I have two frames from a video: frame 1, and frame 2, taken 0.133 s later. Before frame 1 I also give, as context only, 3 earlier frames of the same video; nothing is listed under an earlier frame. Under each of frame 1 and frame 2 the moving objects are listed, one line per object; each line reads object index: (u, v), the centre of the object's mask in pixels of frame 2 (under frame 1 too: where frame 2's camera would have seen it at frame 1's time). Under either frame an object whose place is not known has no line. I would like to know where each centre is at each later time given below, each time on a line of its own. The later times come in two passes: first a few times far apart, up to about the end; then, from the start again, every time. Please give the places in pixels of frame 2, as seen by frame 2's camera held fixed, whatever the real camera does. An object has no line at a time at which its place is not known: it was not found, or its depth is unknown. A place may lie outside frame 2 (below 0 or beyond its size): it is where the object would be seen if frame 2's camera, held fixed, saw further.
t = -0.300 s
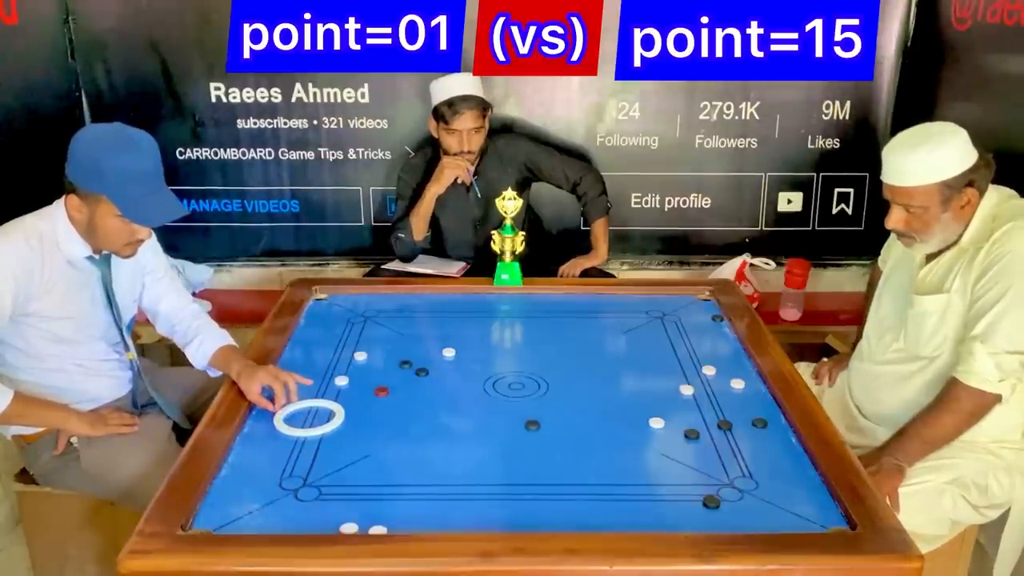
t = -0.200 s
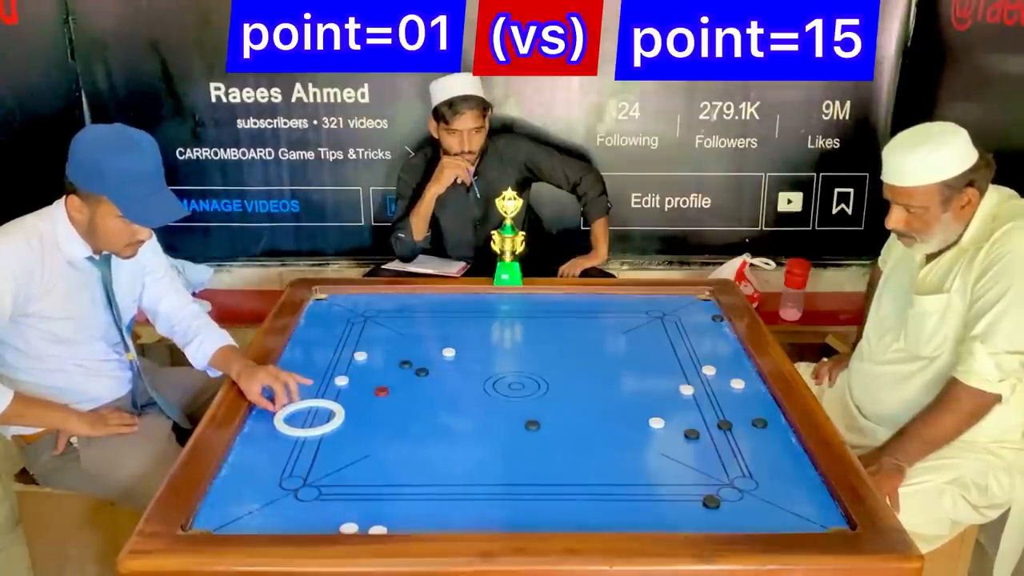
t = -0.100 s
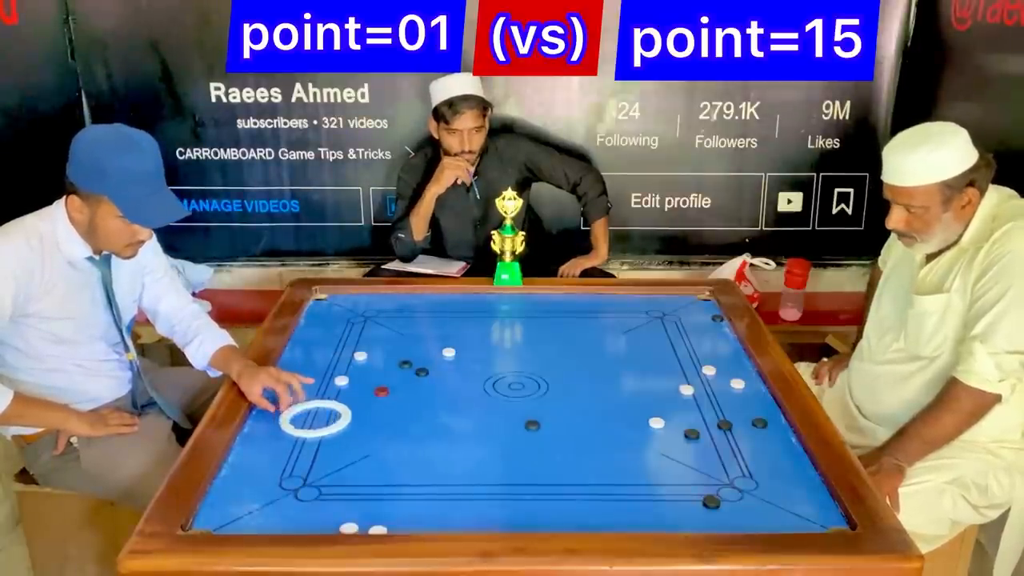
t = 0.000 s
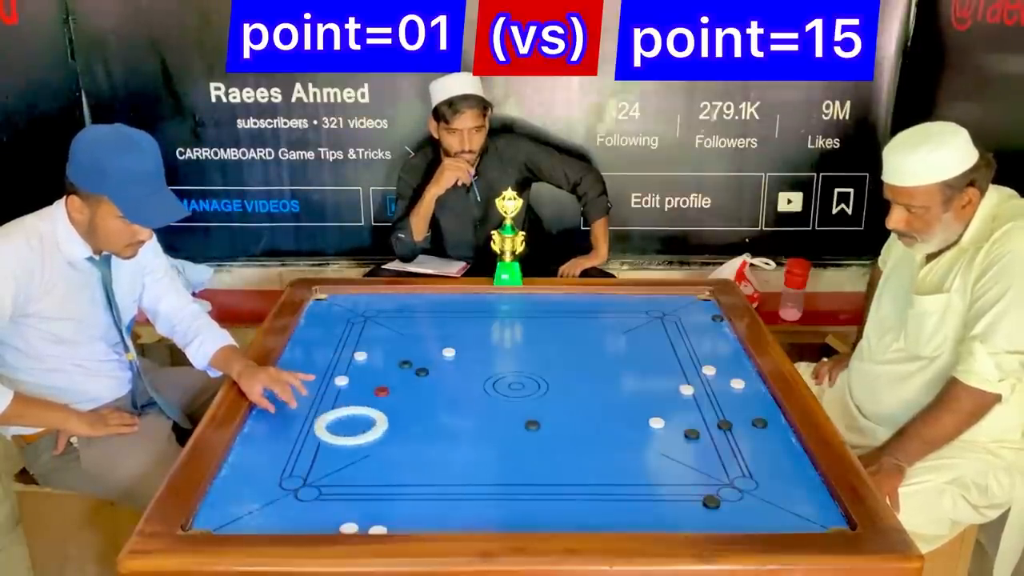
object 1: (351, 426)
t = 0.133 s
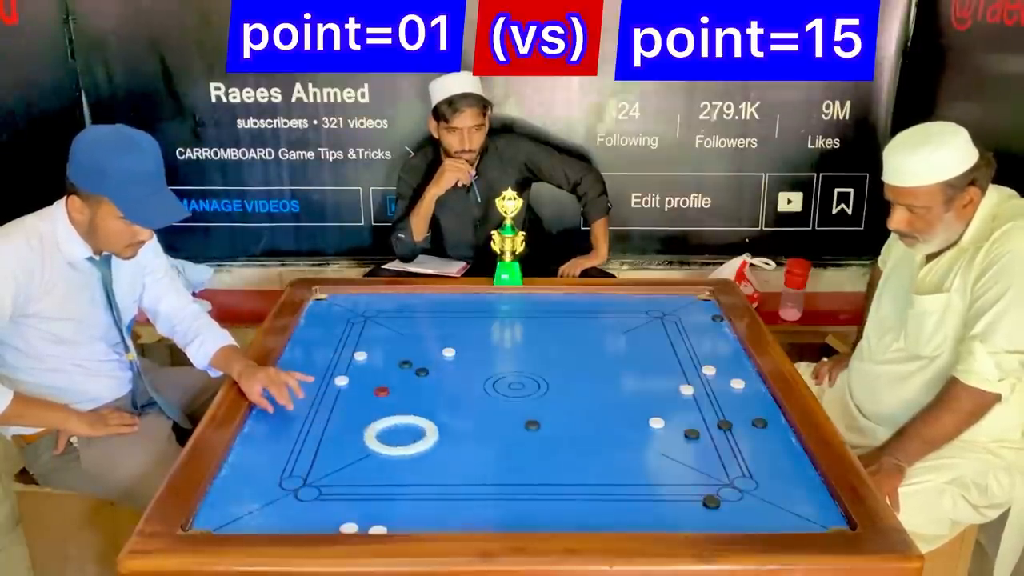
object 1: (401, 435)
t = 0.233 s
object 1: (438, 443)
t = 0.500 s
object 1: (540, 463)
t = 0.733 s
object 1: (630, 482)
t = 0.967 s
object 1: (712, 497)
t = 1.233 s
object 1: (794, 511)
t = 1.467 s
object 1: (758, 501)
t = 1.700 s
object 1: (711, 511)
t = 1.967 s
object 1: (659, 507)
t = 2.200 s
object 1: (615, 503)
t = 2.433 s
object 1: (574, 499)
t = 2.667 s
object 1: (534, 494)
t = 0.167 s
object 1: (413, 438)
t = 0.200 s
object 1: (426, 440)
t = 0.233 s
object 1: (438, 443)
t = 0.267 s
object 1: (451, 445)
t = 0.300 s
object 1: (463, 448)
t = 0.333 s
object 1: (476, 450)
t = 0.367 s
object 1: (489, 452)
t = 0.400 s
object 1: (501, 455)
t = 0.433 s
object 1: (514, 458)
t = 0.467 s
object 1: (527, 460)
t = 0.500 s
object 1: (540, 463)
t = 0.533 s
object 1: (553, 466)
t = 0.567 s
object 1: (565, 468)
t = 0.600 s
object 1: (578, 471)
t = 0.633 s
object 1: (591, 474)
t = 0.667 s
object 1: (604, 476)
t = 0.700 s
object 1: (617, 479)
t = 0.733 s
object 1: (630, 482)
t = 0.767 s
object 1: (643, 484)
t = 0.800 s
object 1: (656, 487)
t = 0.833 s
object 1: (668, 489)
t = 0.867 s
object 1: (679, 492)
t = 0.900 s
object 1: (690, 493)
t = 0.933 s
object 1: (701, 495)
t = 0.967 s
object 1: (712, 497)
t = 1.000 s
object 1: (722, 499)
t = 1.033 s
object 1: (733, 501)
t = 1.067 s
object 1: (743, 503)
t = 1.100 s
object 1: (754, 505)
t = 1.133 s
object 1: (764, 507)
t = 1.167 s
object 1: (774, 508)
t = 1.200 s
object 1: (785, 510)
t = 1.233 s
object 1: (794, 511)
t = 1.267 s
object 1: (801, 511)
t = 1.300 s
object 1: (794, 512)
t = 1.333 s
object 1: (787, 513)
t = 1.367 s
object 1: (782, 501)
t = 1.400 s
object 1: (772, 501)
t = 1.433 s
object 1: (767, 501)
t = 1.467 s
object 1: (758, 501)
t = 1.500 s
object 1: (752, 513)
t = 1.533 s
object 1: (745, 513)
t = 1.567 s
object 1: (738, 513)
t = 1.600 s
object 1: (731, 512)
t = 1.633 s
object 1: (724, 512)
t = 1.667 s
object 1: (718, 511)
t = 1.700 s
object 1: (711, 511)
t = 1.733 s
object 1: (705, 511)
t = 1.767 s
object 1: (698, 511)
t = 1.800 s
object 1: (691, 510)
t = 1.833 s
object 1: (685, 510)
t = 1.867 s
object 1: (678, 509)
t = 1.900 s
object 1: (672, 509)
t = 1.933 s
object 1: (665, 508)
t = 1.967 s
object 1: (659, 507)
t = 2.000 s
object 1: (653, 507)
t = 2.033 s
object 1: (646, 506)
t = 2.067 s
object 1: (640, 506)
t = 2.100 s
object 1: (634, 505)
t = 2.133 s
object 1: (628, 504)
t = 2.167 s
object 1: (622, 504)
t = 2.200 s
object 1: (615, 503)
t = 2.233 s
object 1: (609, 503)
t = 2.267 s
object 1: (603, 502)
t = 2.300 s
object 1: (597, 501)
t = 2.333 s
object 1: (591, 500)
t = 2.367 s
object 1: (585, 500)
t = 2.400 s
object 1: (580, 499)
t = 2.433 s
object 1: (574, 499)
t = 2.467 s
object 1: (568, 498)
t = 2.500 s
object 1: (562, 497)
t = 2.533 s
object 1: (557, 496)
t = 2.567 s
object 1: (551, 496)
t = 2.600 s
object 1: (546, 495)
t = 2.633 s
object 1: (540, 495)
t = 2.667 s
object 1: (534, 494)
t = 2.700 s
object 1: (529, 493)
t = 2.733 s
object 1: (524, 493)
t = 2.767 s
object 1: (518, 492)
